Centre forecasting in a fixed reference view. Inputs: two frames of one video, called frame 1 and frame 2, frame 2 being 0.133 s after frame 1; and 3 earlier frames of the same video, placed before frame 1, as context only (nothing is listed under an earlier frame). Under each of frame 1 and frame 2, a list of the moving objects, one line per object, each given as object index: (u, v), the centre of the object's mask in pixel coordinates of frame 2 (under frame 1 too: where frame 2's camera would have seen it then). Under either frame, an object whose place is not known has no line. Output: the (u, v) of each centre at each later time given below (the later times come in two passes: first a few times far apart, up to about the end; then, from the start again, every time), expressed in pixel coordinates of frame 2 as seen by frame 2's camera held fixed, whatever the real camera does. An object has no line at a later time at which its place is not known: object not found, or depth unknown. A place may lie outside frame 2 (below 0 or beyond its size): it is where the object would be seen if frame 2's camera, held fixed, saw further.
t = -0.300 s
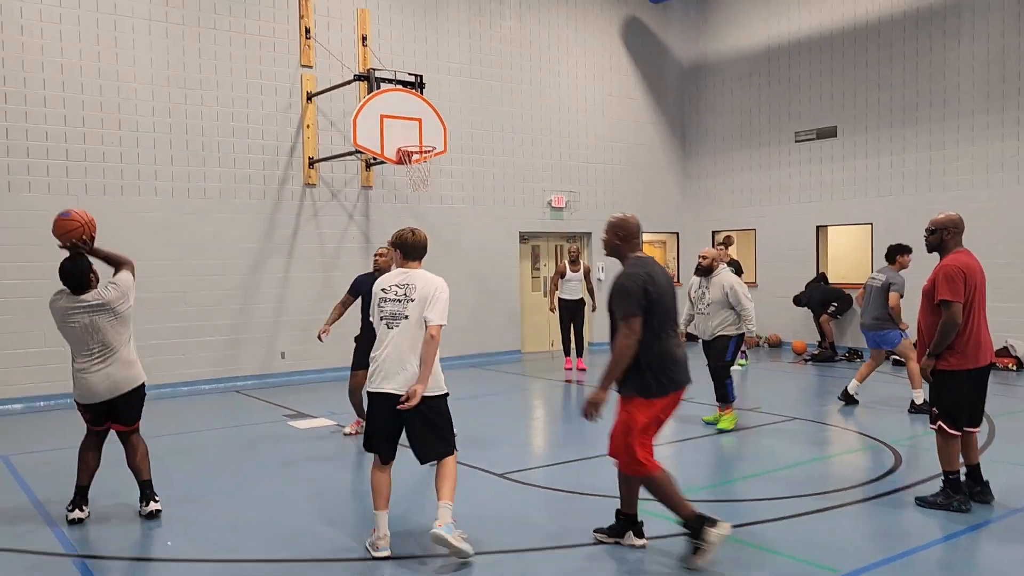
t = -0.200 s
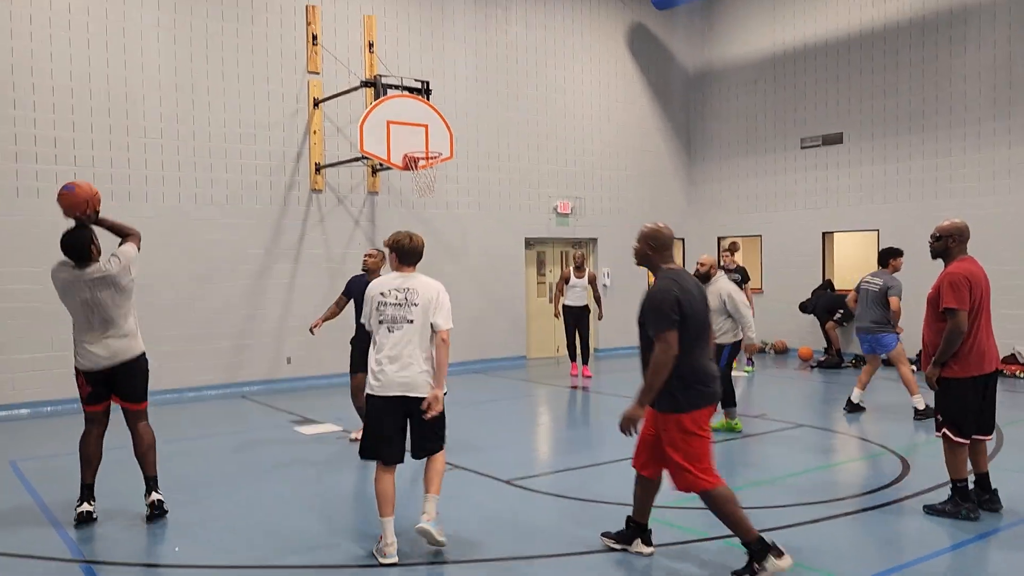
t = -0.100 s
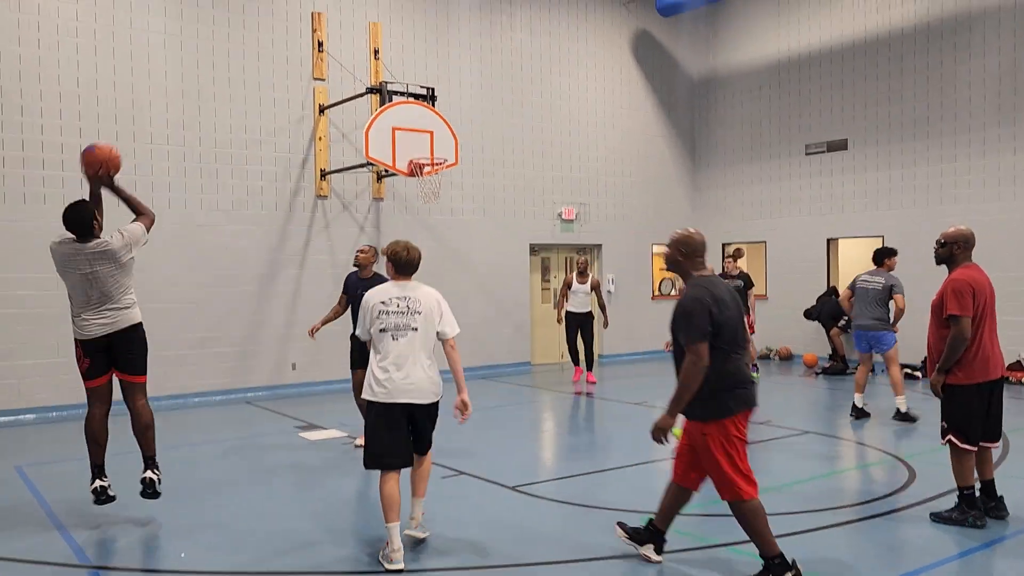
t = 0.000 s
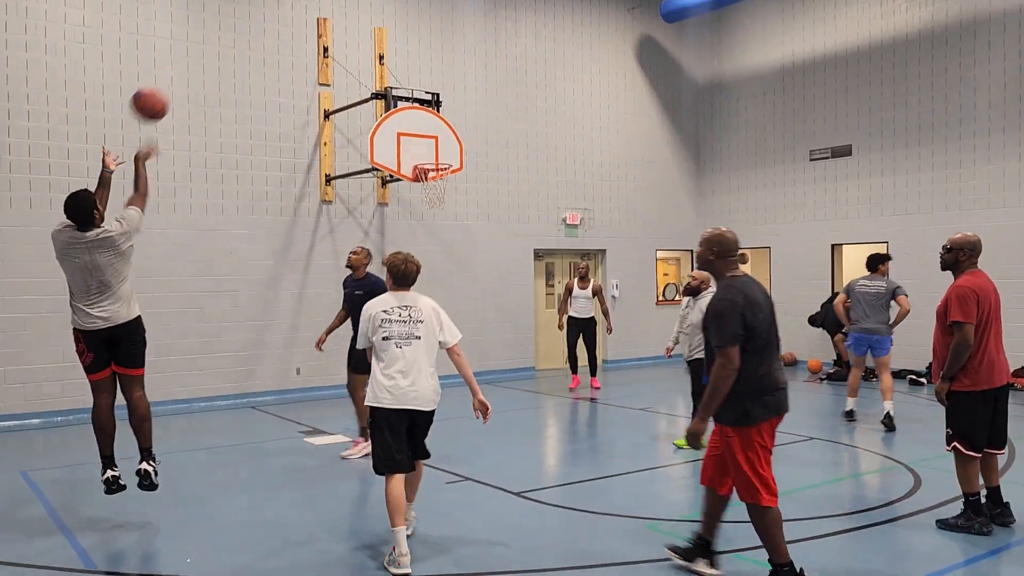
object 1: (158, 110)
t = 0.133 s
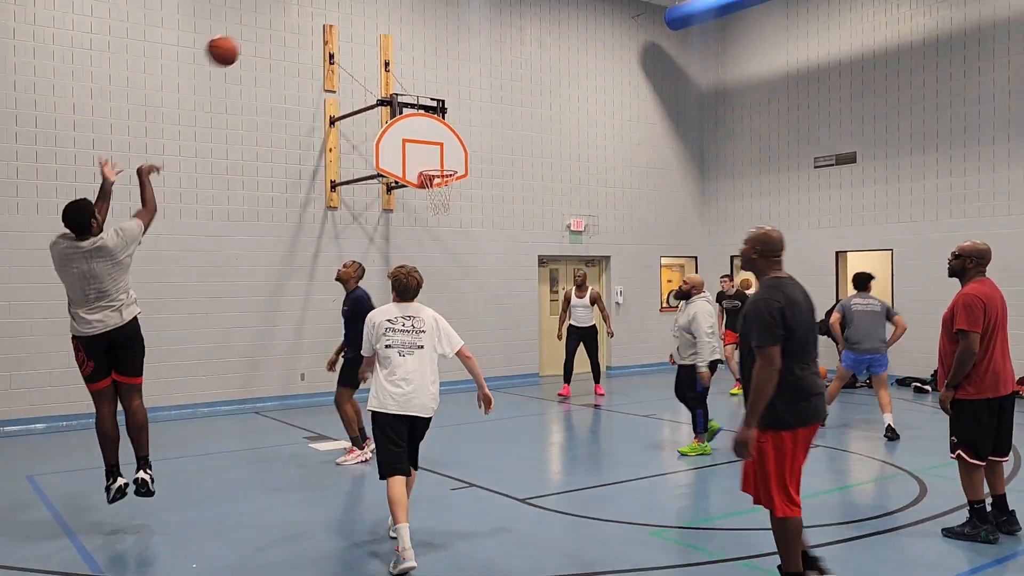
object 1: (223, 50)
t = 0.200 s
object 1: (251, 32)
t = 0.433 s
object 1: (332, 17)
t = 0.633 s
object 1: (385, 44)
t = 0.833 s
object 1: (427, 100)
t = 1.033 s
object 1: (464, 175)
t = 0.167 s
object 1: (238, 40)
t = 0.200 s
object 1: (251, 32)
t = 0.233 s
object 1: (264, 26)
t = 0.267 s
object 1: (277, 21)
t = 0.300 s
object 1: (289, 18)
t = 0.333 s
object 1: (300, 16)
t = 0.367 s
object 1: (311, 15)
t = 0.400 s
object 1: (322, 15)
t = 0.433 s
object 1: (332, 17)
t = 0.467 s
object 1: (342, 19)
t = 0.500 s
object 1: (351, 22)
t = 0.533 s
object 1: (360, 27)
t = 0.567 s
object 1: (369, 32)
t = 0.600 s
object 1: (377, 38)
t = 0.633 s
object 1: (385, 44)
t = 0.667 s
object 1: (393, 52)
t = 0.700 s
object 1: (400, 60)
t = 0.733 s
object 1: (408, 70)
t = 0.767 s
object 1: (414, 79)
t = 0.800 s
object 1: (421, 89)
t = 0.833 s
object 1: (427, 100)
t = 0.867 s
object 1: (434, 111)
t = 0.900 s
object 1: (440, 123)
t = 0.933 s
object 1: (445, 135)
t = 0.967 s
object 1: (451, 148)
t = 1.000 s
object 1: (457, 161)
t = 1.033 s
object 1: (464, 175)
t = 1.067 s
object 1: (468, 188)
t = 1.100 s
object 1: (473, 203)
